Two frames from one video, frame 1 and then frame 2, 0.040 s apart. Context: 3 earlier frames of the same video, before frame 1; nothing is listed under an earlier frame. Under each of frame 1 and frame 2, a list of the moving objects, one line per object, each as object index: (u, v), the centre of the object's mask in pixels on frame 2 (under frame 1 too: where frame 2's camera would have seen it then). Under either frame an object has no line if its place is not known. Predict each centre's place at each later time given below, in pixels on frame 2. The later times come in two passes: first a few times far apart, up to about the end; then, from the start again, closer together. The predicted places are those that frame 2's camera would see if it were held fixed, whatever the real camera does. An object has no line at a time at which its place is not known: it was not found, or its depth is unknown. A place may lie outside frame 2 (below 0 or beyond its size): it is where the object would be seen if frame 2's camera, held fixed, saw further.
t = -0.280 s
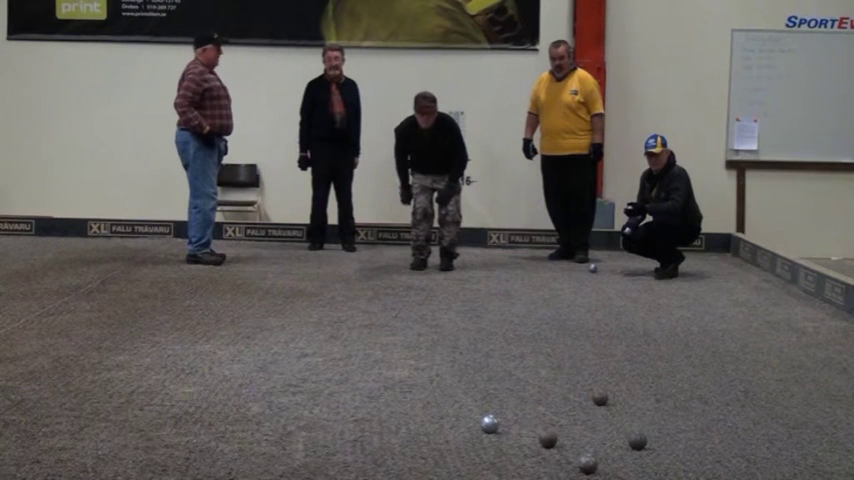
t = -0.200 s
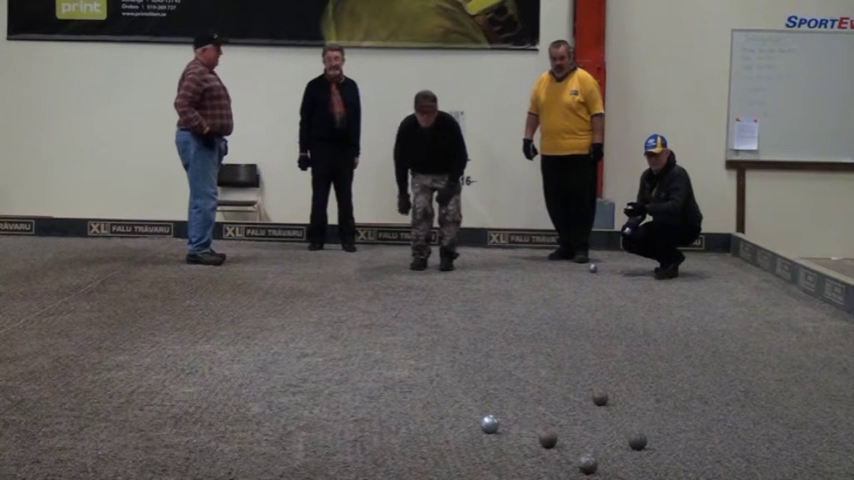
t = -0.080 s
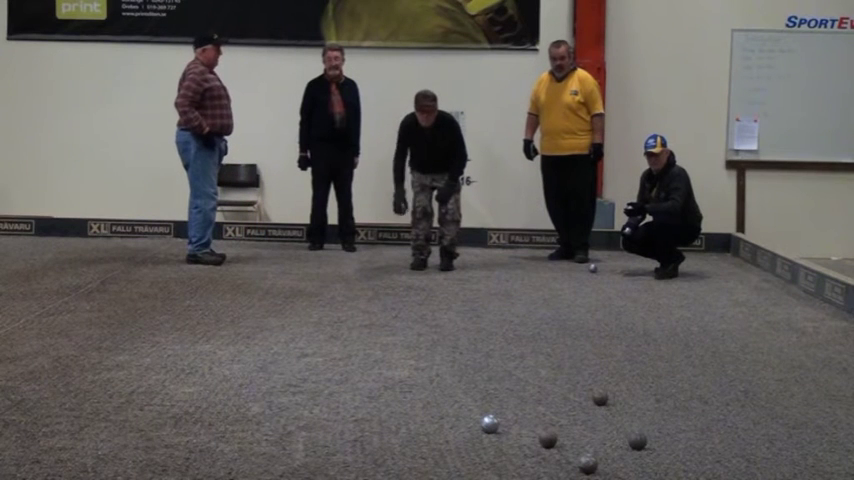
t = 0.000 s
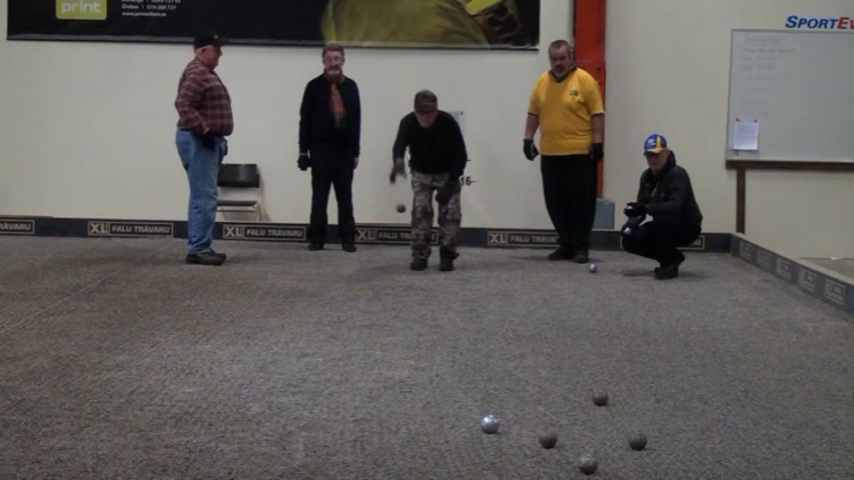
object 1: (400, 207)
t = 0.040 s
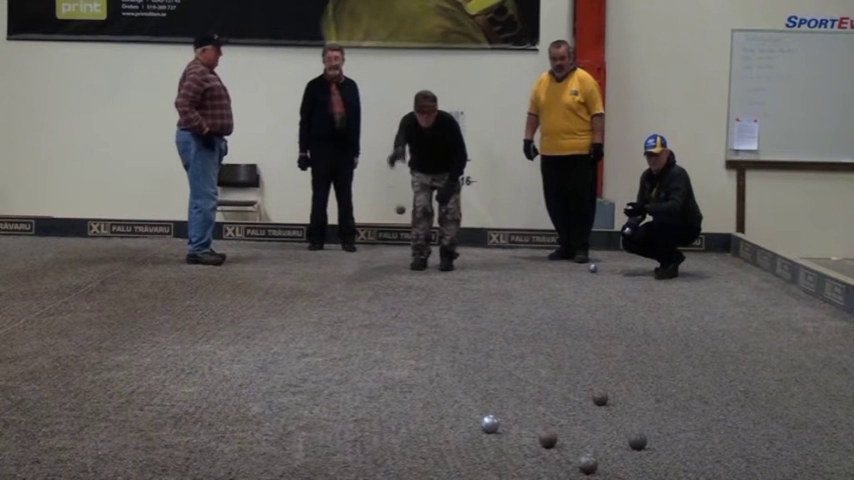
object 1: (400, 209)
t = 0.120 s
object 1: (399, 220)
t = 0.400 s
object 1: (394, 303)
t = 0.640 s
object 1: (390, 322)
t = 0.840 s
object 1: (389, 337)
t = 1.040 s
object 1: (385, 349)
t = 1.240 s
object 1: (380, 362)
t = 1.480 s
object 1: (377, 377)
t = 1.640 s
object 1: (374, 387)
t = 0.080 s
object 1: (399, 213)
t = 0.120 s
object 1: (399, 220)
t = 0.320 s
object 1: (396, 296)
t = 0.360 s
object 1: (396, 304)
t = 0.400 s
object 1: (394, 303)
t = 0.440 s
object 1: (393, 305)
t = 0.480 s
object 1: (392, 311)
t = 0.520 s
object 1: (391, 314)
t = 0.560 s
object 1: (390, 317)
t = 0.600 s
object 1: (390, 318)
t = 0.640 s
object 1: (390, 322)
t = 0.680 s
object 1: (390, 324)
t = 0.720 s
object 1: (389, 325)
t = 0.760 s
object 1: (390, 330)
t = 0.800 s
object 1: (389, 333)
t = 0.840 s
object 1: (389, 337)
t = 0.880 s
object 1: (388, 339)
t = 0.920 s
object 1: (387, 341)
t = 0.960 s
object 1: (387, 343)
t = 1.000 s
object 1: (386, 347)
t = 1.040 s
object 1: (385, 349)
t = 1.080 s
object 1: (383, 351)
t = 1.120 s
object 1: (382, 353)
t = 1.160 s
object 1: (381, 357)
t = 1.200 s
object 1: (381, 360)
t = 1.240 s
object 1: (380, 362)
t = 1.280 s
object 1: (380, 364)
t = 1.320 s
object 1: (379, 367)
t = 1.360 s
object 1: (380, 369)
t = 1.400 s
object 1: (379, 374)
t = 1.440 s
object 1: (378, 375)
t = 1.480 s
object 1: (377, 377)
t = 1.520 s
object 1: (376, 379)
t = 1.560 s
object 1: (376, 381)
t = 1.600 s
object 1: (375, 386)
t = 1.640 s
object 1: (374, 387)
